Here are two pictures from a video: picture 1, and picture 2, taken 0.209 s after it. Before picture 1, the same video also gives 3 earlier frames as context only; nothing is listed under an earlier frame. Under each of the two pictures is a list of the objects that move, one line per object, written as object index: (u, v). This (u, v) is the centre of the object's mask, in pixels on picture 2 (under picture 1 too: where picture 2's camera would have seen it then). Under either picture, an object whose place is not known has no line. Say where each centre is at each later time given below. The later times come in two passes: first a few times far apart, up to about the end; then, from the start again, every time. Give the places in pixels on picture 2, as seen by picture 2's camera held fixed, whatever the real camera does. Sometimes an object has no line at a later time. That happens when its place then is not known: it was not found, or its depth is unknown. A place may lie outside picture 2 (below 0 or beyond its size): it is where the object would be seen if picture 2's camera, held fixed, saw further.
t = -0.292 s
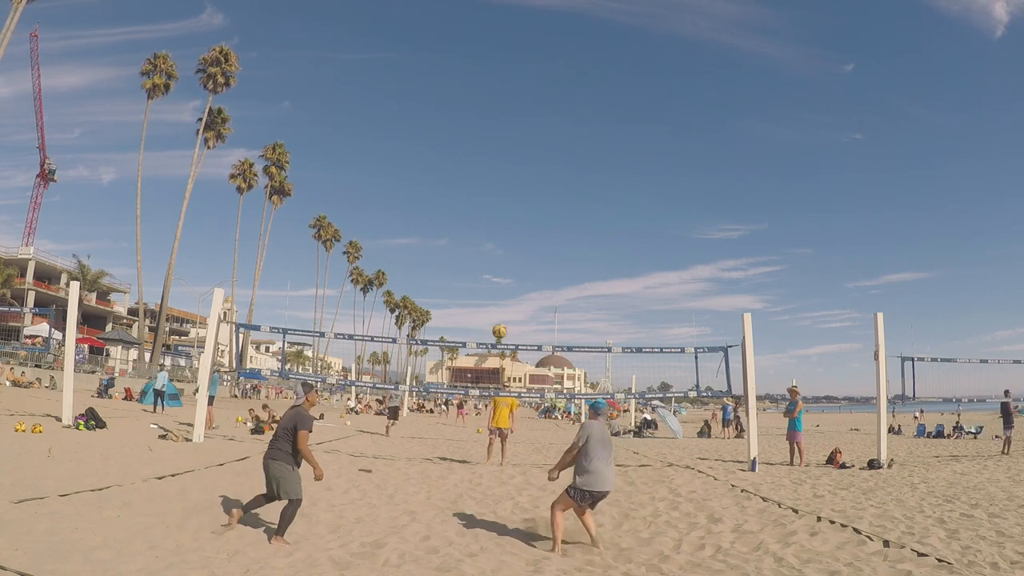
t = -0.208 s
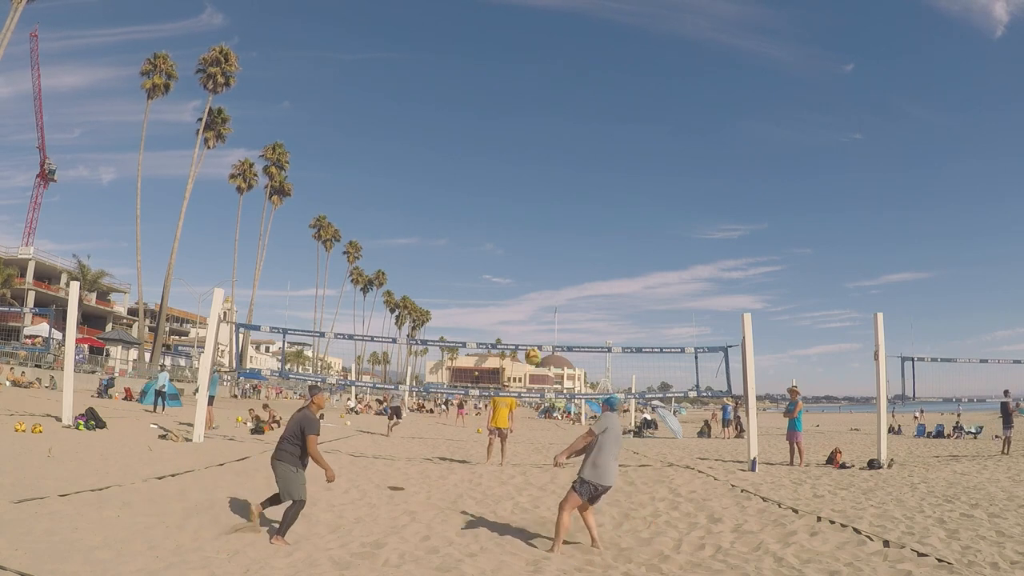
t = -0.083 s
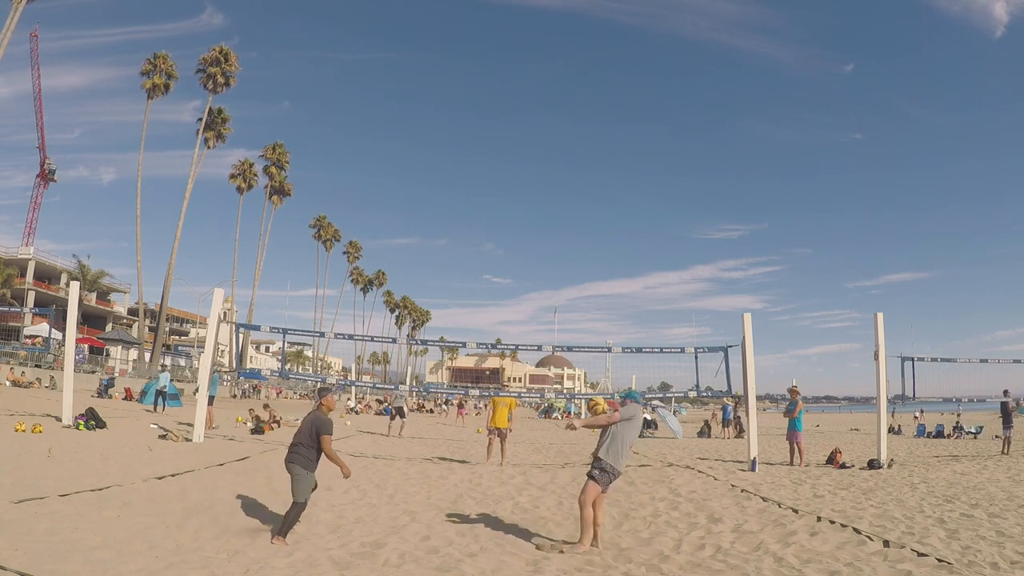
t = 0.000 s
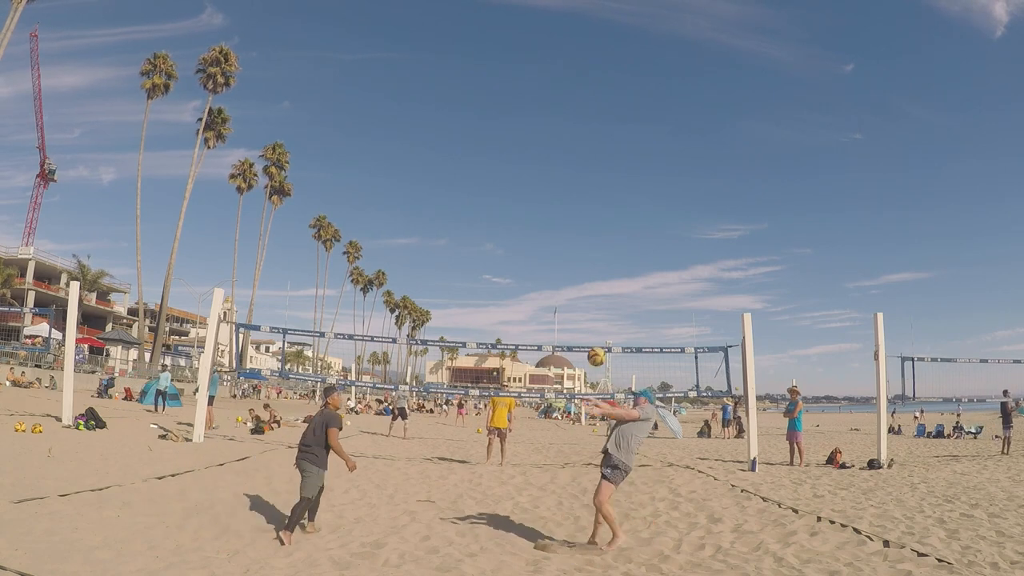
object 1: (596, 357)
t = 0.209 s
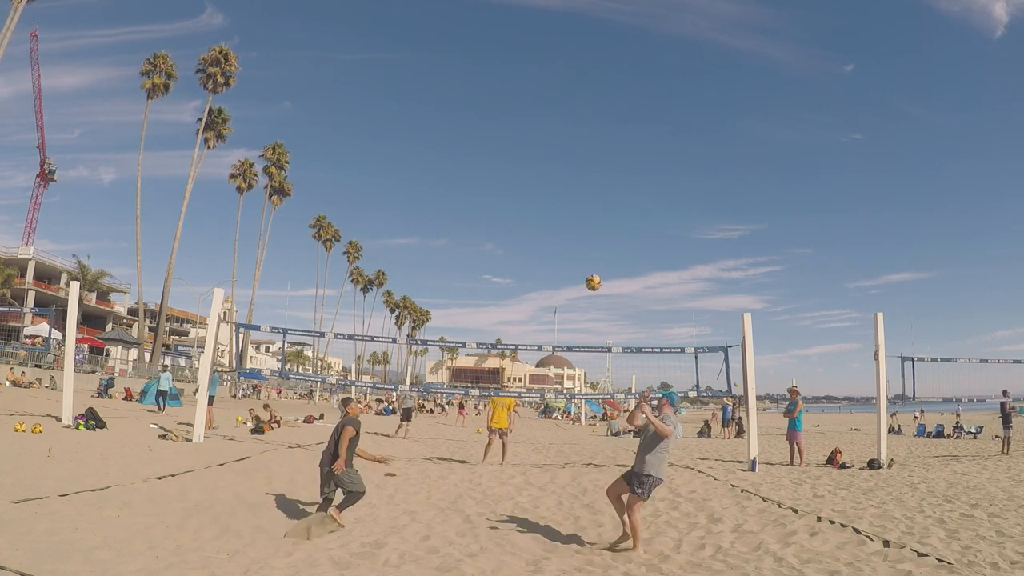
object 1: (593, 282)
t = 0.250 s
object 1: (592, 274)
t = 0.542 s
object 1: (585, 258)
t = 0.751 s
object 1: (580, 277)
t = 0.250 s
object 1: (592, 274)
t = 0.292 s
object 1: (591, 267)
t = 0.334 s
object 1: (590, 263)
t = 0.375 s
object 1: (589, 259)
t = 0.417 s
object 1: (588, 257)
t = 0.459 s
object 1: (587, 256)
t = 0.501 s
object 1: (586, 256)
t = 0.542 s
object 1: (585, 258)
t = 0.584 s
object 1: (584, 260)
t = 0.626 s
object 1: (583, 263)
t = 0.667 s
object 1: (582, 267)
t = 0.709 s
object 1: (581, 272)
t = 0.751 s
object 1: (580, 277)
